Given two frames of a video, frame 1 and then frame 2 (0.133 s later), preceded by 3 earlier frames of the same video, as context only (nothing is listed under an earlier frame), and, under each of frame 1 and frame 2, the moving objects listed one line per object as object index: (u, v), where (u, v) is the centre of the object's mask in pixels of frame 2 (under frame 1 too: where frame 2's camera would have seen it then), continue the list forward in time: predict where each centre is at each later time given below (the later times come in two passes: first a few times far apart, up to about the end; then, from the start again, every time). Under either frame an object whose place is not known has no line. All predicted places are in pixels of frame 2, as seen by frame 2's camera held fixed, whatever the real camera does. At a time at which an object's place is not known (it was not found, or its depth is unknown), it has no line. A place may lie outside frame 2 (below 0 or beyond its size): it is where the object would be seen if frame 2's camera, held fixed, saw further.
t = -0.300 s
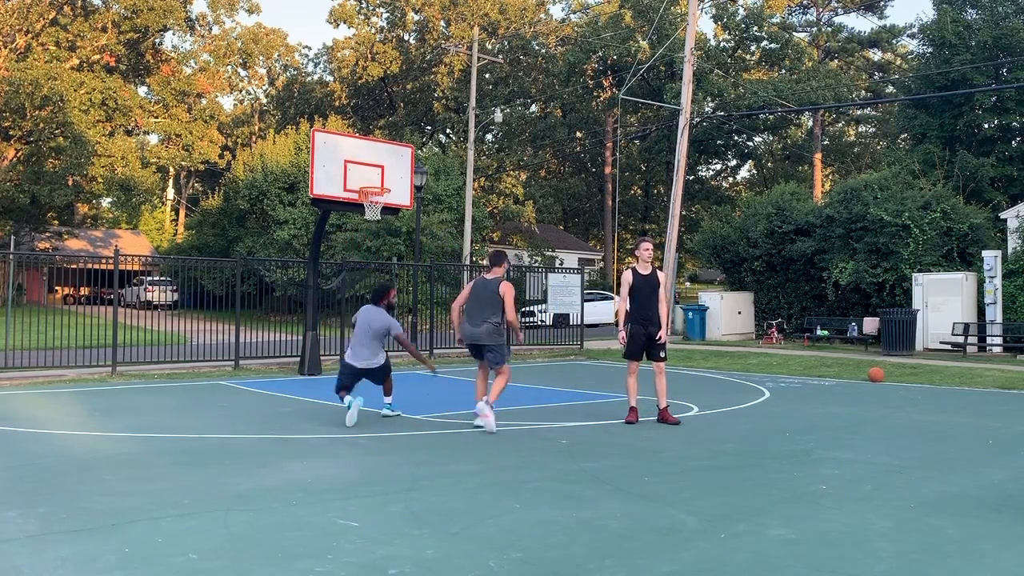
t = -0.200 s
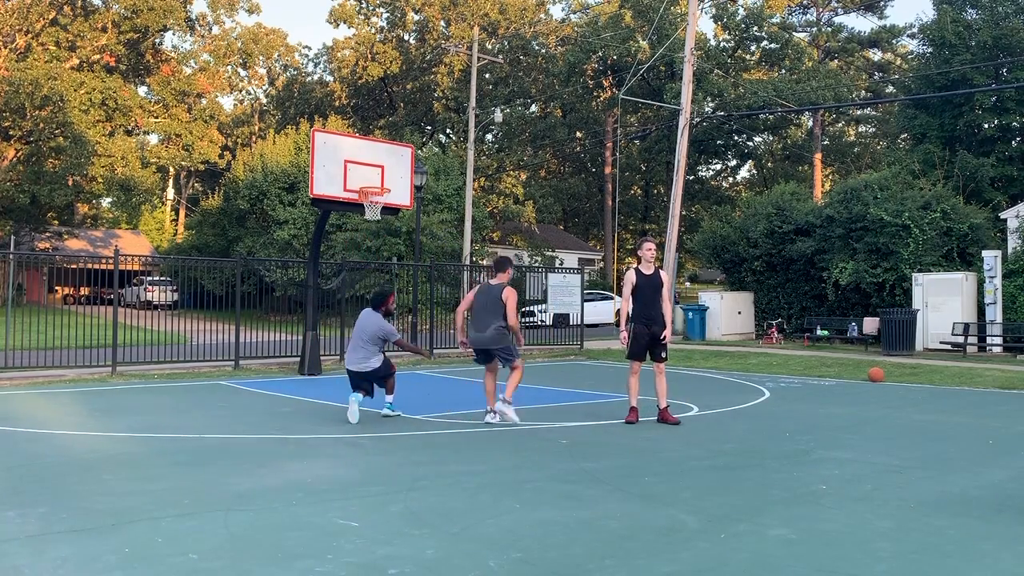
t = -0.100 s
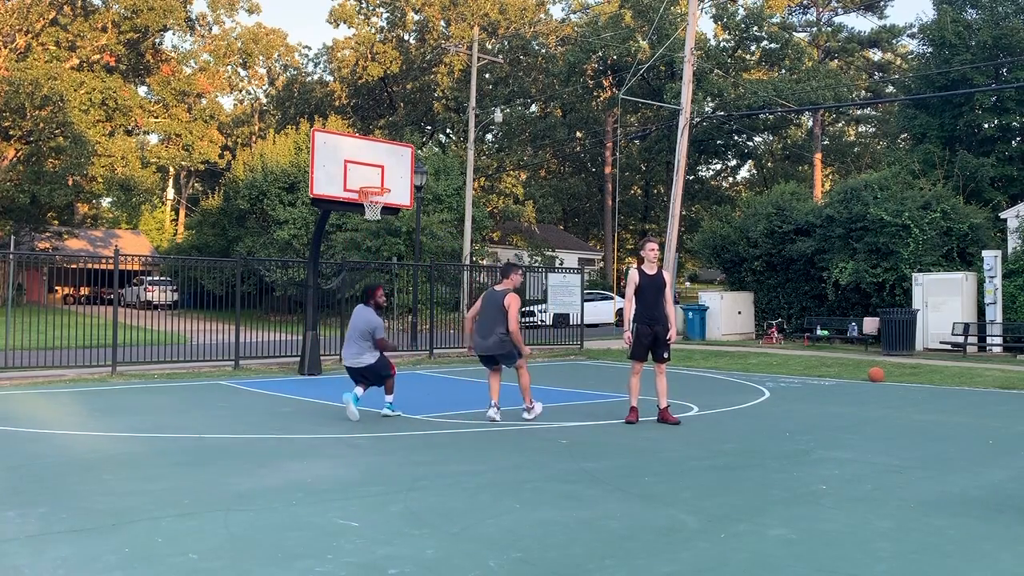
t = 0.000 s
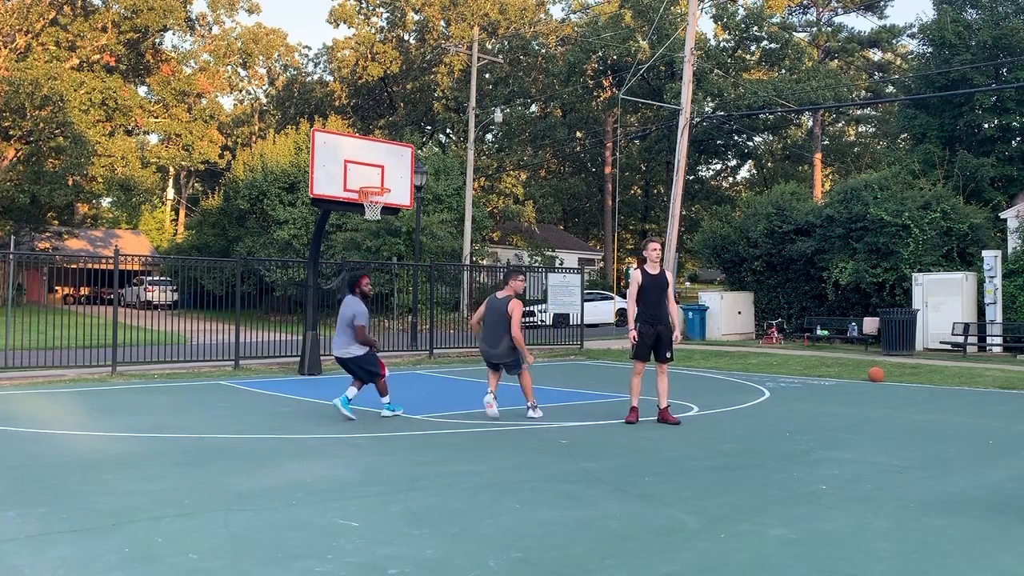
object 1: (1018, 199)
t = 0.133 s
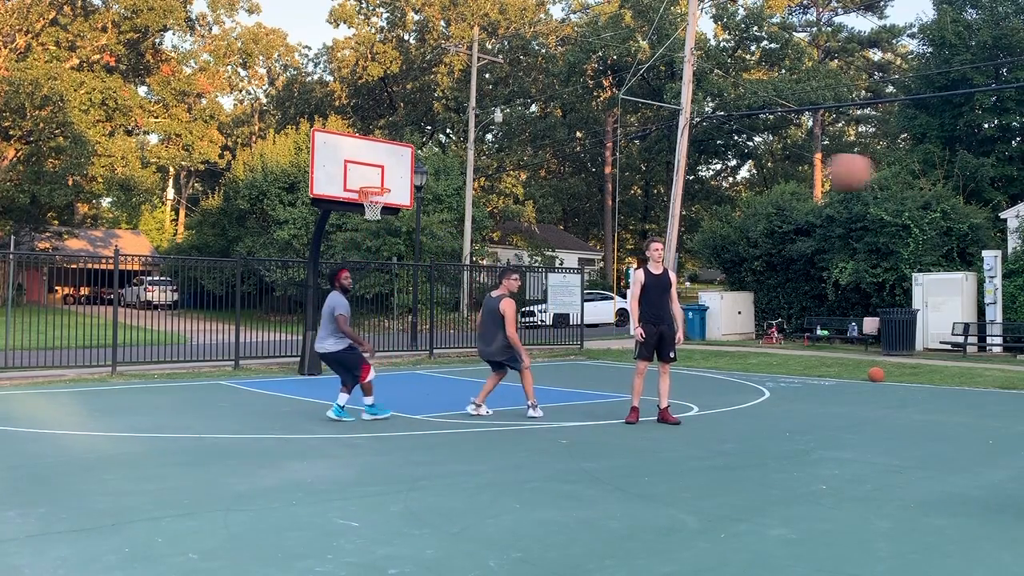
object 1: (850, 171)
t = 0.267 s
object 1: (689, 166)
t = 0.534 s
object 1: (459, 219)
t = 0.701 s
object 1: (351, 283)
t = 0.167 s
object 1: (804, 167)
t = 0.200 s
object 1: (767, 165)
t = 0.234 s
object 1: (726, 163)
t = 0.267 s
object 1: (689, 166)
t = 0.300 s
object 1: (655, 168)
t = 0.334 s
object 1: (626, 172)
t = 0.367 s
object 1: (593, 178)
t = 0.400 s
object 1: (565, 184)
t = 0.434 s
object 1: (537, 192)
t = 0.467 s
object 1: (509, 200)
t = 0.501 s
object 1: (486, 210)
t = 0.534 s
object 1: (459, 219)
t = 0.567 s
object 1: (437, 230)
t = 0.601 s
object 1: (414, 242)
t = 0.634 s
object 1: (393, 255)
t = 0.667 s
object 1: (371, 268)
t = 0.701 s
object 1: (351, 283)
